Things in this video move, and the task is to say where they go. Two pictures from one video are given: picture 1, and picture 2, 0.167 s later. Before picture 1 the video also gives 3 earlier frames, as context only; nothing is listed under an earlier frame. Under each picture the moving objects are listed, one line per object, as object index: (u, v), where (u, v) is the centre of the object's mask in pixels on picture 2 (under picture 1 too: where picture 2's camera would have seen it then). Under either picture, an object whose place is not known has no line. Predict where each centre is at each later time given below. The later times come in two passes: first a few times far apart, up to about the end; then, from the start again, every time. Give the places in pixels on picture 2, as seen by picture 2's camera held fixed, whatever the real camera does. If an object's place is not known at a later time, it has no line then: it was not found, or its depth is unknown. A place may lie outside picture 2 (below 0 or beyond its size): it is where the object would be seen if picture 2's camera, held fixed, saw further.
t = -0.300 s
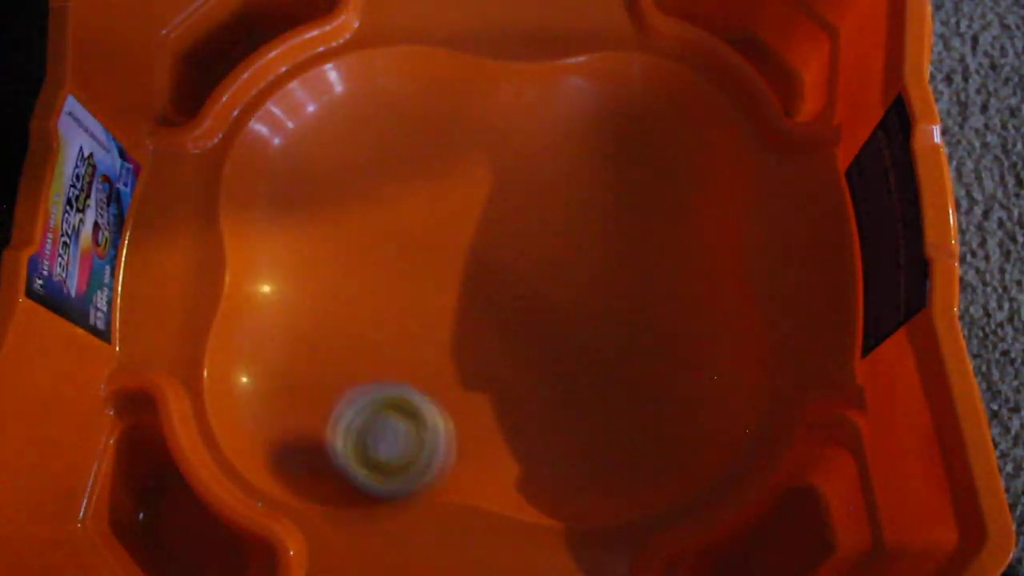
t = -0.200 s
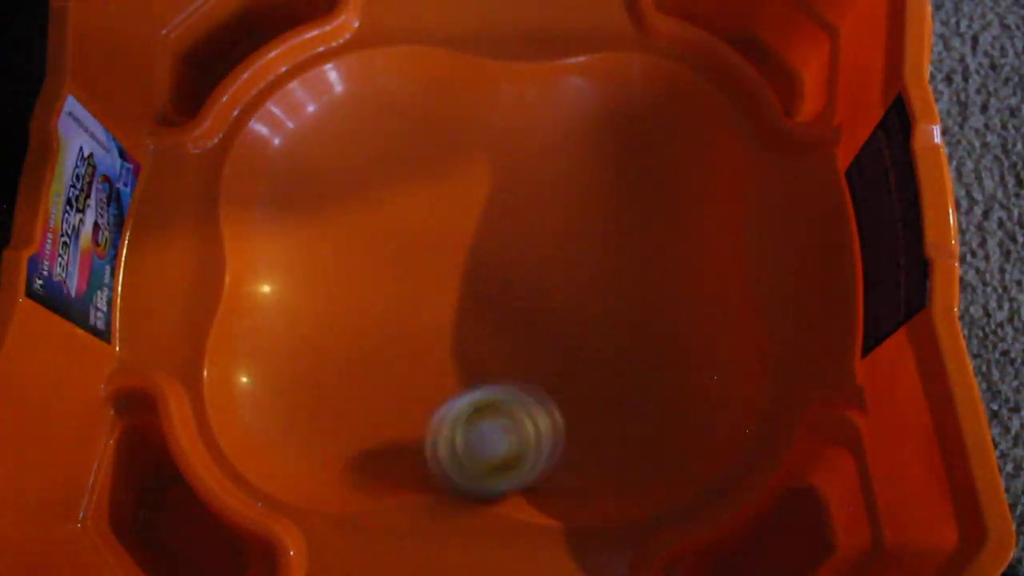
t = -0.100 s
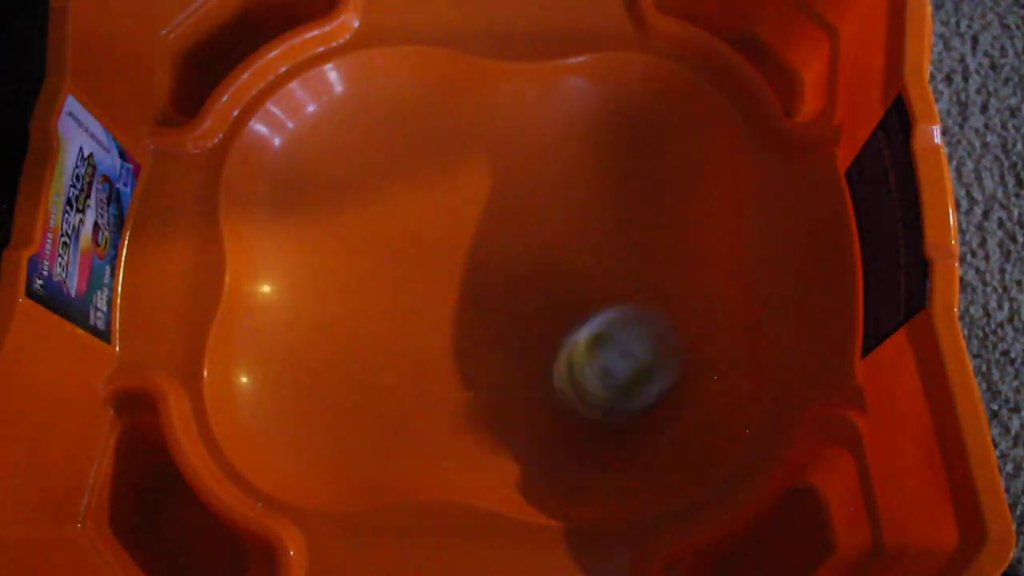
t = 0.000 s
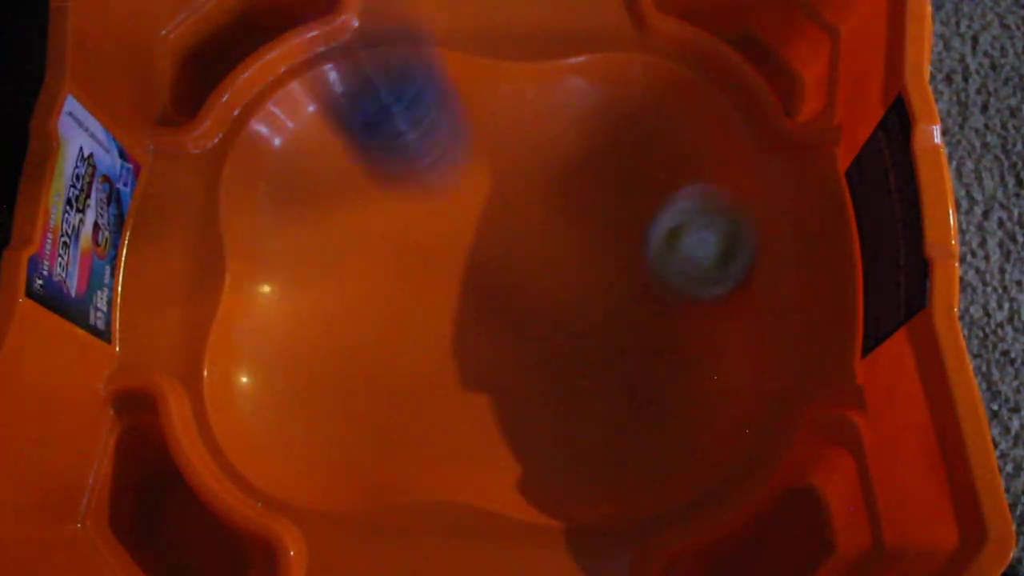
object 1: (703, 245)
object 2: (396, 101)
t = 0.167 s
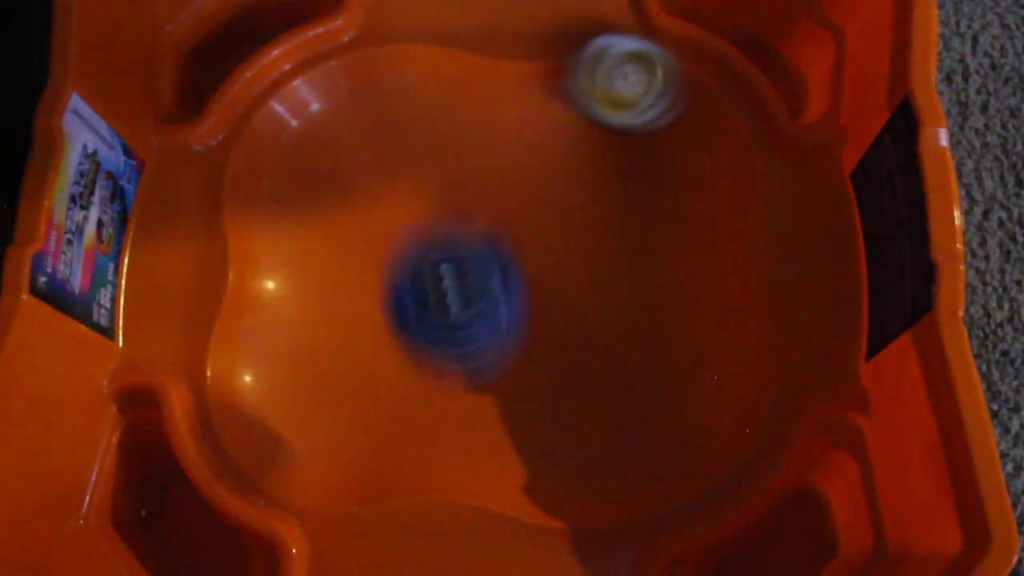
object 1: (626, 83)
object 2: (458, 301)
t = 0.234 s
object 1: (551, 83)
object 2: (486, 421)
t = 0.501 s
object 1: (294, 395)
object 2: (700, 162)
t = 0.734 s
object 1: (485, 361)
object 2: (443, 169)
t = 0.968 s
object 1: (647, 42)
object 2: (297, 513)
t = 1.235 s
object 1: (577, 287)
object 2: (679, 413)
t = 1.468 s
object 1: (478, 423)
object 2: (577, 74)
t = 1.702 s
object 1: (550, 244)
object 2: (288, 312)
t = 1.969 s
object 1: (545, 141)
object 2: (543, 516)
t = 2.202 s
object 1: (493, 304)
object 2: (700, 257)
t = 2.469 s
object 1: (629, 369)
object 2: (319, 156)
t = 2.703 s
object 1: (621, 240)
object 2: (378, 410)
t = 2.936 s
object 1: (407, 188)
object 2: (753, 316)
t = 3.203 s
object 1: (318, 421)
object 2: (496, 80)
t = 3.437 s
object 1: (543, 366)
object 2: (171, 340)
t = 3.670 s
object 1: (628, 170)
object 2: (474, 403)
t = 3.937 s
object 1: (428, 197)
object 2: (710, 230)
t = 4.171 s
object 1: (339, 449)
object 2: (457, 171)
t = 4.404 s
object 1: (465, 340)
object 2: (325, 358)
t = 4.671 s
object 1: (553, 148)
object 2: (499, 354)
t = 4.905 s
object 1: (566, 44)
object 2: (551, 342)
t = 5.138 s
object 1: (584, 305)
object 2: (594, 417)
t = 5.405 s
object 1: (640, 275)
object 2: (575, 445)
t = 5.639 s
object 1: (593, 134)
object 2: (458, 310)
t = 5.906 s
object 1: (479, 277)
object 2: (297, 142)
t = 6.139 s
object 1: (495, 407)
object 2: (419, 174)
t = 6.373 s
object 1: (513, 331)
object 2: (611, 281)
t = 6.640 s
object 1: (512, 221)
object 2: (643, 289)
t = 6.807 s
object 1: (552, 168)
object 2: (594, 288)
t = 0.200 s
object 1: (590, 74)
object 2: (470, 358)
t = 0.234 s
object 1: (551, 83)
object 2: (486, 421)
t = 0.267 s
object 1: (515, 106)
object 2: (513, 453)
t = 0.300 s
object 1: (476, 143)
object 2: (554, 423)
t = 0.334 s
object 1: (433, 181)
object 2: (600, 389)
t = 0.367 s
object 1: (393, 218)
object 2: (640, 347)
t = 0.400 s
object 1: (355, 257)
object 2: (668, 300)
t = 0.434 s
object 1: (328, 297)
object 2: (690, 251)
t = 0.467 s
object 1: (305, 346)
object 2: (699, 202)
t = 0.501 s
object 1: (294, 395)
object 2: (700, 162)
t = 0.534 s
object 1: (292, 441)
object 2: (683, 115)
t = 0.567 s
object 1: (312, 466)
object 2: (653, 82)
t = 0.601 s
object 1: (343, 474)
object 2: (614, 66)
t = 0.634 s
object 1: (377, 466)
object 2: (574, 72)
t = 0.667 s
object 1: (410, 448)
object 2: (532, 94)
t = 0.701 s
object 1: (447, 410)
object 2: (491, 128)
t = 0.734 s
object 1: (485, 361)
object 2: (443, 169)
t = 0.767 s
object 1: (519, 309)
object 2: (388, 215)
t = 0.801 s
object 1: (554, 254)
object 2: (331, 266)
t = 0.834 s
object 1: (580, 199)
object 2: (284, 322)
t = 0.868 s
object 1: (604, 149)
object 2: (246, 381)
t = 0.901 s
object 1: (623, 96)
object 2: (243, 432)
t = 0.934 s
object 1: (640, 58)
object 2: (261, 474)
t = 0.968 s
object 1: (647, 42)
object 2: (297, 513)
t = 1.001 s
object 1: (653, 40)
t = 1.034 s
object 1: (658, 46)
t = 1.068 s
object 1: (658, 67)
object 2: (455, 513)
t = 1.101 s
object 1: (649, 106)
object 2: (507, 506)
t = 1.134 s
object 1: (635, 153)
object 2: (554, 500)
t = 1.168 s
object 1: (619, 200)
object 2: (602, 488)
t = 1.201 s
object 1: (600, 242)
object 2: (645, 460)
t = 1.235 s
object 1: (577, 287)
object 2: (679, 413)
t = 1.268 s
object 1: (553, 331)
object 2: (705, 352)
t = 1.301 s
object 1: (532, 369)
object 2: (707, 283)
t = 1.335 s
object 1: (511, 402)
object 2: (686, 220)
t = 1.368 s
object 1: (492, 431)
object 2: (666, 174)
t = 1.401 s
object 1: (482, 436)
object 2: (644, 136)
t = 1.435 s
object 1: (480, 428)
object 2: (610, 92)
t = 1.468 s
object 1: (478, 423)
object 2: (577, 74)
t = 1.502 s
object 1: (481, 403)
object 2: (546, 71)
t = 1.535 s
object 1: (487, 380)
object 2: (512, 80)
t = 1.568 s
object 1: (496, 354)
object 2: (472, 112)
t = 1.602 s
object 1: (507, 329)
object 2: (429, 154)
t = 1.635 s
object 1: (521, 302)
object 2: (379, 200)
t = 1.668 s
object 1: (537, 274)
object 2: (329, 252)
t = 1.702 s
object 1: (550, 244)
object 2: (288, 312)
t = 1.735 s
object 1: (561, 212)
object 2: (259, 373)
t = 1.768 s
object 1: (565, 183)
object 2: (253, 434)
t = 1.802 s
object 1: (567, 158)
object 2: (273, 477)
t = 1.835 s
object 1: (565, 137)
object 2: (308, 508)
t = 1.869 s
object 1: (562, 125)
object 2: (355, 528)
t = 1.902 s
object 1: (557, 121)
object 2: (411, 527)
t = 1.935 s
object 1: (552, 127)
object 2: (479, 522)
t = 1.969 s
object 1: (545, 141)
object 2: (543, 516)
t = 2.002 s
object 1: (536, 163)
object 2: (598, 509)
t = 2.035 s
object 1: (524, 184)
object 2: (654, 493)
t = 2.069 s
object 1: (511, 209)
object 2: (699, 467)
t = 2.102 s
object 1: (501, 232)
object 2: (734, 424)
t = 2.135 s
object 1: (494, 258)
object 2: (745, 369)
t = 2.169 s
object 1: (492, 281)
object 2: (732, 310)
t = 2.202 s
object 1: (493, 304)
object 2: (700, 257)
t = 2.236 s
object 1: (499, 324)
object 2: (663, 212)
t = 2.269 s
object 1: (507, 342)
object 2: (622, 161)
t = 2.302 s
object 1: (522, 357)
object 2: (574, 114)
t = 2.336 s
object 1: (539, 370)
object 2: (525, 88)
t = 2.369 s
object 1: (558, 377)
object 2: (469, 89)
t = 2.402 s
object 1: (583, 380)
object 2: (419, 101)
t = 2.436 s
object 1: (607, 377)
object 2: (370, 124)
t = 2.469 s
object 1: (629, 369)
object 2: (319, 156)
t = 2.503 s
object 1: (647, 355)
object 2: (275, 187)
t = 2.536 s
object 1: (660, 338)
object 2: (256, 208)
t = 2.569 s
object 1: (666, 318)
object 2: (254, 234)
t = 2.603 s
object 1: (664, 301)
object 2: (263, 274)
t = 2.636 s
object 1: (656, 282)
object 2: (289, 320)
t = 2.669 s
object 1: (642, 261)
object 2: (333, 371)
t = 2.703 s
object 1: (621, 240)
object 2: (378, 410)
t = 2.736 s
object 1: (600, 219)
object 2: (430, 436)
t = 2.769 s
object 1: (571, 198)
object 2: (492, 438)
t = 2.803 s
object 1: (541, 184)
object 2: (551, 444)
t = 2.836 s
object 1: (512, 176)
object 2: (610, 440)
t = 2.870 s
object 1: (478, 173)
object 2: (679, 416)
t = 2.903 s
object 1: (443, 178)
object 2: (730, 371)
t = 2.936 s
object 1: (407, 188)
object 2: (753, 316)
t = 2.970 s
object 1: (372, 203)
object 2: (755, 265)
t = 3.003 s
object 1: (341, 221)
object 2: (750, 221)
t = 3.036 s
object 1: (315, 245)
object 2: (739, 181)
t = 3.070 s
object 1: (299, 272)
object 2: (721, 150)
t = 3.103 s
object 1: (291, 303)
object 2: (675, 114)
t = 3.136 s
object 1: (292, 340)
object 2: (623, 88)
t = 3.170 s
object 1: (300, 380)
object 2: (562, 76)
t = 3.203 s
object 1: (318, 421)
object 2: (496, 80)
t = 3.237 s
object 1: (342, 449)
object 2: (432, 96)
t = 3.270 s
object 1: (370, 457)
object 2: (369, 118)
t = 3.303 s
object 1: (401, 456)
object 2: (296, 150)
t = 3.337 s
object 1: (437, 444)
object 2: (244, 185)
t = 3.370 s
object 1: (473, 424)
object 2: (214, 224)
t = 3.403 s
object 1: (510, 398)
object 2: (189, 283)
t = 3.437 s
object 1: (543, 366)
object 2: (171, 340)
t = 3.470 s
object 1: (580, 336)
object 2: (174, 357)
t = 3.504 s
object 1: (604, 307)
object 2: (187, 382)
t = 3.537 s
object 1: (625, 276)
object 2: (220, 407)
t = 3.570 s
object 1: (638, 251)
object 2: (275, 427)
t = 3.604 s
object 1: (642, 223)
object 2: (336, 432)
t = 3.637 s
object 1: (640, 197)
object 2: (402, 421)
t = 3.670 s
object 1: (628, 170)
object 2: (474, 403)
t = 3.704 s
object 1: (614, 147)
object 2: (540, 384)
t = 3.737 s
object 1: (593, 133)
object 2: (608, 368)
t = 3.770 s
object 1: (570, 123)
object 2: (666, 344)
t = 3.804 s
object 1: (550, 124)
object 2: (714, 310)
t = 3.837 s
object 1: (522, 135)
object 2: (727, 280)
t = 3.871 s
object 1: (495, 151)
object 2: (729, 256)
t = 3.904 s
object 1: (461, 174)
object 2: (728, 241)
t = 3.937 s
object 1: (428, 197)
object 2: (710, 230)
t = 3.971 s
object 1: (395, 227)
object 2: (680, 220)
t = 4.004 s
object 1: (367, 257)
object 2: (640, 205)
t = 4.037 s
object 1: (346, 295)
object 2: (599, 186)
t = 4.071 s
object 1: (331, 335)
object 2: (561, 171)
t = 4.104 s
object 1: (326, 376)
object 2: (528, 163)
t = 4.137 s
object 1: (327, 419)
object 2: (494, 164)
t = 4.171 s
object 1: (339, 449)
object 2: (457, 171)
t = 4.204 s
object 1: (351, 463)
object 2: (423, 182)
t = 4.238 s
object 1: (367, 464)
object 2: (392, 198)
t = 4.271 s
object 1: (387, 454)
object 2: (368, 220)
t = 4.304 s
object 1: (406, 439)
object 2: (350, 244)
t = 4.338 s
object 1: (426, 411)
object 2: (336, 276)
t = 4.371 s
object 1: (446, 376)
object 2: (328, 314)
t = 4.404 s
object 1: (465, 340)
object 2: (325, 358)
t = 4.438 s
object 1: (482, 306)
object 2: (330, 401)
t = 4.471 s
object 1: (499, 272)
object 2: (344, 437)
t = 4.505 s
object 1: (514, 241)
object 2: (365, 451)
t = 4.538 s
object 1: (526, 214)
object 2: (386, 447)
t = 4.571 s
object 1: (536, 191)
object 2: (412, 441)
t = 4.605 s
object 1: (543, 171)
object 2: (441, 419)
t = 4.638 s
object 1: (549, 157)
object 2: (471, 386)
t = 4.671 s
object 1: (553, 148)
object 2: (499, 354)
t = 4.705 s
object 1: (555, 144)
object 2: (524, 321)
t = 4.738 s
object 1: (555, 146)
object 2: (545, 290)
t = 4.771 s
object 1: (553, 151)
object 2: (559, 263)
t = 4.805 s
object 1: (558, 119)
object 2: (561, 278)
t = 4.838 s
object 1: (559, 76)
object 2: (559, 302)
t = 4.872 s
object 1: (562, 51)
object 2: (556, 324)
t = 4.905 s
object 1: (566, 44)
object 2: (551, 342)
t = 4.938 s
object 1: (570, 55)
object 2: (548, 355)
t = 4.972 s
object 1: (572, 81)
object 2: (548, 369)
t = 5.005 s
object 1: (575, 118)
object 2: (550, 383)
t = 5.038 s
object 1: (579, 169)
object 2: (556, 397)
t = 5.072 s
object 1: (583, 215)
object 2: (565, 407)
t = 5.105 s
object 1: (585, 260)
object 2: (578, 414)
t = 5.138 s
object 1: (584, 305)
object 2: (594, 417)
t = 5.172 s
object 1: (584, 334)
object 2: (603, 442)
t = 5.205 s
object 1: (590, 335)
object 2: (614, 467)
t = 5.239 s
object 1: (596, 337)
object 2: (620, 472)
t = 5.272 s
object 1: (603, 338)
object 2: (626, 470)
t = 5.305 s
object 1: (608, 339)
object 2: (628, 458)
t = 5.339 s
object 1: (613, 338)
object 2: (619, 439)
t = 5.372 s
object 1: (630, 303)
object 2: (598, 446)
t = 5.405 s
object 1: (640, 275)
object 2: (575, 445)
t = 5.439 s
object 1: (649, 244)
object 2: (553, 433)
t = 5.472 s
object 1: (651, 214)
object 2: (533, 420)
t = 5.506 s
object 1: (646, 192)
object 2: (514, 401)
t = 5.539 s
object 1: (635, 169)
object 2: (499, 381)
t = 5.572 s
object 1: (621, 153)
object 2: (487, 360)
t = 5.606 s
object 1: (609, 140)
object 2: (473, 335)
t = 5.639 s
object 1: (593, 134)
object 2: (458, 310)
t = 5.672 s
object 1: (573, 137)
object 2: (442, 286)
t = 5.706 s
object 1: (551, 143)
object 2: (426, 265)
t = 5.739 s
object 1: (531, 155)
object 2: (408, 247)
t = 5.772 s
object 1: (509, 170)
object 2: (393, 227)
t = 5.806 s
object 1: (485, 187)
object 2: (375, 210)
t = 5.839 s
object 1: (480, 216)
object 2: (348, 188)
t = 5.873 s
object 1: (482, 248)
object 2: (320, 165)
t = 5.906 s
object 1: (479, 277)
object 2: (297, 142)
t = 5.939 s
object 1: (486, 305)
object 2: (286, 127)
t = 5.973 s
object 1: (481, 334)
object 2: (285, 119)
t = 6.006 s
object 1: (482, 355)
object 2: (297, 122)
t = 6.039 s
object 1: (486, 376)
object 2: (324, 133)
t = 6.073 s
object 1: (486, 393)
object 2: (355, 146)
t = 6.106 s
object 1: (492, 403)
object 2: (386, 159)
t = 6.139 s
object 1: (495, 407)
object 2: (419, 174)
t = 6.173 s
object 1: (500, 405)
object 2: (455, 190)
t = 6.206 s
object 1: (504, 400)
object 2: (484, 207)
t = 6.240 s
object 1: (508, 389)
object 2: (515, 224)
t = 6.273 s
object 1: (514, 376)
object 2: (539, 239)
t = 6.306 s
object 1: (518, 361)
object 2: (569, 257)
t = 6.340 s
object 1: (518, 344)
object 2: (588, 271)
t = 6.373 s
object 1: (513, 331)
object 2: (611, 281)
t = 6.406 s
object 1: (504, 321)
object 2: (632, 288)
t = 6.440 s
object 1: (500, 308)
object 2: (647, 293)
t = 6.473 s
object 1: (497, 293)
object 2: (657, 297)
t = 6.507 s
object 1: (494, 276)
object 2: (660, 299)
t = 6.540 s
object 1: (497, 264)
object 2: (659, 297)
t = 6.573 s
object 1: (503, 250)
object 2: (658, 295)
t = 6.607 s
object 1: (507, 233)
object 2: (649, 293)
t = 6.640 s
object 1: (512, 221)
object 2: (643, 289)
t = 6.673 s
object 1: (521, 211)
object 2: (634, 289)
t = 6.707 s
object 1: (532, 195)
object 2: (622, 284)
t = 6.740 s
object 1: (538, 184)
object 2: (614, 285)
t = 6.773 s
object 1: (544, 177)
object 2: (603, 286)
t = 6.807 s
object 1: (552, 168)
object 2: (594, 288)
